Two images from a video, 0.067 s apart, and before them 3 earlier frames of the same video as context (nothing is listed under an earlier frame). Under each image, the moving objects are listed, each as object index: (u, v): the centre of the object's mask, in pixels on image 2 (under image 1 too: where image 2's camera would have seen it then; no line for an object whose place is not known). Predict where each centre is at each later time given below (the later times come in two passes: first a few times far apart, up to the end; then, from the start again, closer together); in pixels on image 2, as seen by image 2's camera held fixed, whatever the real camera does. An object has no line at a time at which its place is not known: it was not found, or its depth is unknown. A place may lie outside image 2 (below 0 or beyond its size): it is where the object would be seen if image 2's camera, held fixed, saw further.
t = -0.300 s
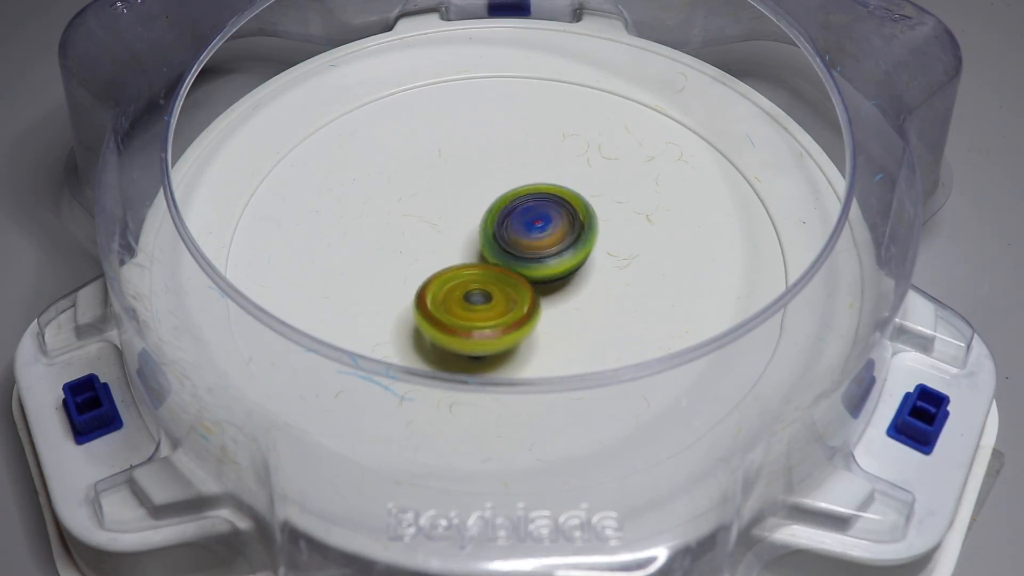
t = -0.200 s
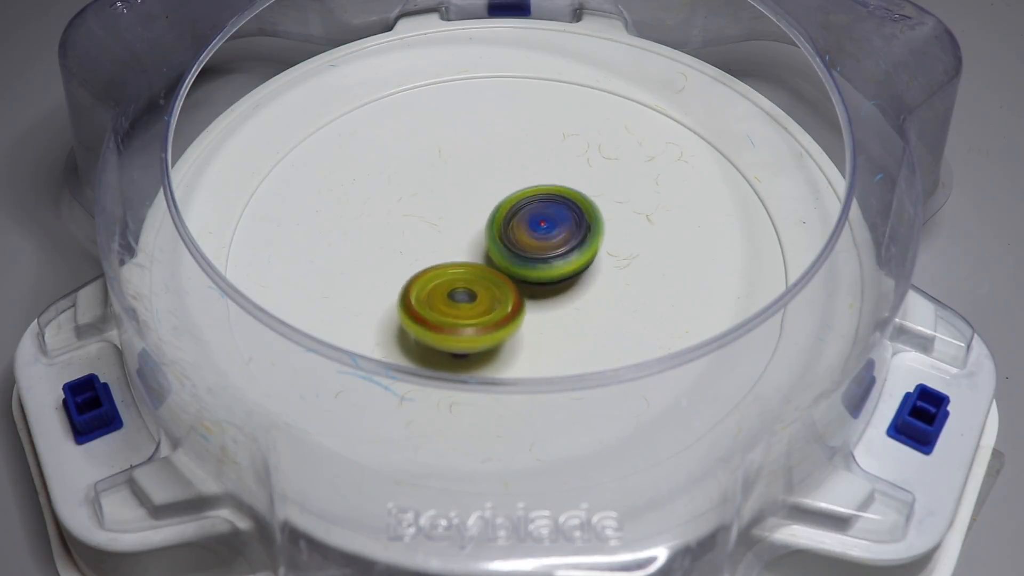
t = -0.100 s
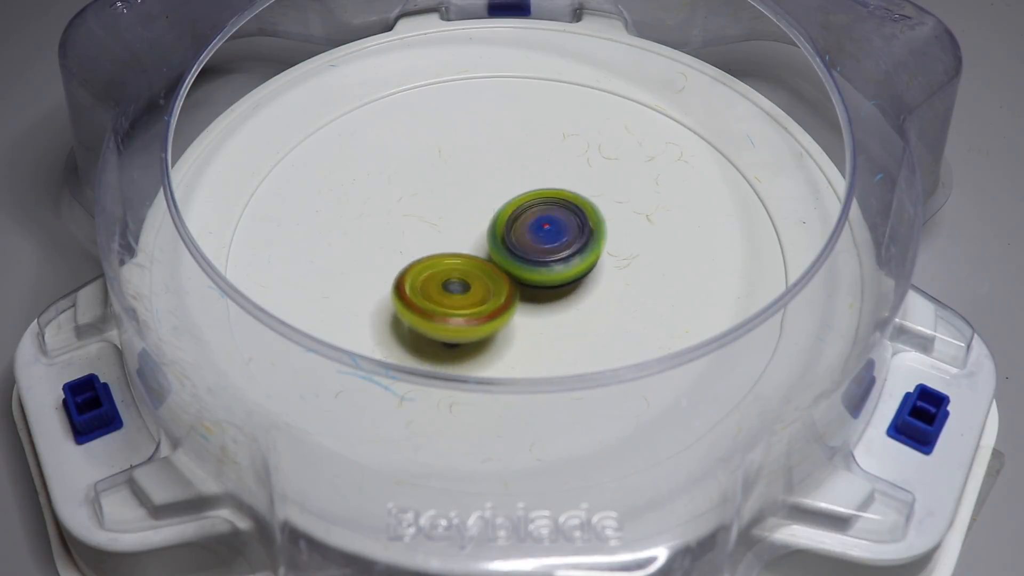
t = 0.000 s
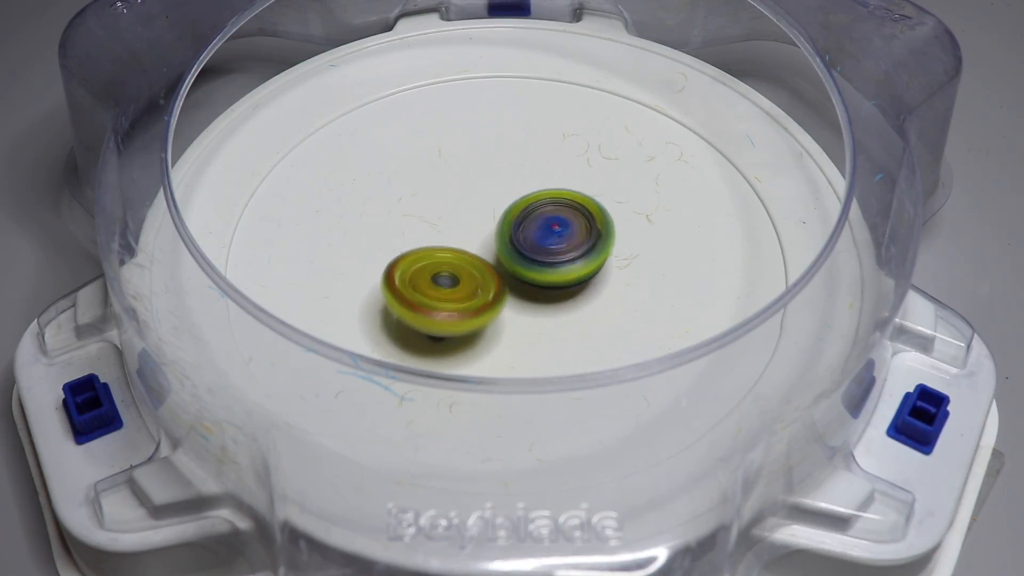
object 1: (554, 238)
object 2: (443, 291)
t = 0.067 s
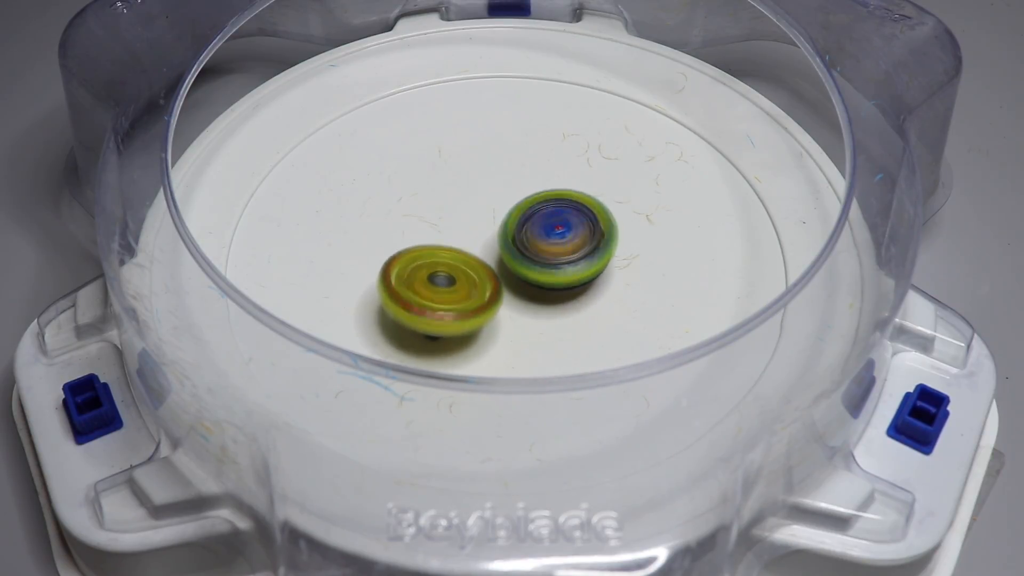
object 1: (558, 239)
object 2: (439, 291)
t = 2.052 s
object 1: (523, 299)
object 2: (489, 197)
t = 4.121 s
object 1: (509, 218)
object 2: (446, 301)
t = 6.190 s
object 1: (495, 222)
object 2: (426, 299)
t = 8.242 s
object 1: (516, 208)
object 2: (395, 278)
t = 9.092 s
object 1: (526, 287)
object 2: (599, 192)
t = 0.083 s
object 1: (558, 239)
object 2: (441, 291)
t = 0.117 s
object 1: (558, 240)
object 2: (446, 289)
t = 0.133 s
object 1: (557, 241)
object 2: (448, 288)
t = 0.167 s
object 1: (558, 241)
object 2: (455, 289)
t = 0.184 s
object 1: (560, 241)
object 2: (456, 289)
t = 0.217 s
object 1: (562, 241)
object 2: (459, 288)
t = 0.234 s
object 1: (563, 241)
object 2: (459, 288)
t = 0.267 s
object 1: (565, 241)
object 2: (458, 288)
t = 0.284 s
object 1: (565, 241)
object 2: (460, 287)
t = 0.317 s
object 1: (567, 241)
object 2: (459, 284)
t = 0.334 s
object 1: (568, 241)
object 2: (457, 283)
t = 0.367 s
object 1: (569, 241)
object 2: (457, 279)
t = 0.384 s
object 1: (570, 241)
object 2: (455, 276)
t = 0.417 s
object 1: (571, 241)
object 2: (451, 269)
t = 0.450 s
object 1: (570, 241)
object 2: (450, 261)
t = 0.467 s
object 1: (571, 241)
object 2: (449, 256)
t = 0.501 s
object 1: (572, 241)
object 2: (444, 245)
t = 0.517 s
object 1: (572, 241)
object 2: (442, 241)
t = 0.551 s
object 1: (571, 241)
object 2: (439, 231)
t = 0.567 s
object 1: (571, 241)
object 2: (436, 226)
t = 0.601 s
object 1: (570, 242)
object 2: (431, 220)
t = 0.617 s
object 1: (570, 242)
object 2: (430, 217)
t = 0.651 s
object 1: (569, 243)
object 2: (429, 213)
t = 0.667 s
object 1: (568, 243)
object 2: (429, 211)
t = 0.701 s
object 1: (567, 243)
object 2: (432, 211)
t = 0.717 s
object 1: (566, 244)
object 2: (434, 211)
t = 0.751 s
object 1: (565, 244)
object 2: (438, 211)
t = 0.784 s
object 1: (563, 245)
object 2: (444, 215)
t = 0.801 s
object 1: (562, 246)
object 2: (447, 216)
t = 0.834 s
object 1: (566, 248)
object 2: (445, 217)
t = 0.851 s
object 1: (567, 249)
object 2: (444, 218)
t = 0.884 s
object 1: (567, 251)
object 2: (445, 221)
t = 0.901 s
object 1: (567, 251)
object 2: (444, 222)
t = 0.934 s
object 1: (566, 252)
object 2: (444, 225)
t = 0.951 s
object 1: (565, 252)
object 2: (445, 227)
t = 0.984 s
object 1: (565, 254)
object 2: (444, 228)
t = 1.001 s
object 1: (566, 254)
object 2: (442, 229)
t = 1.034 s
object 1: (565, 256)
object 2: (443, 227)
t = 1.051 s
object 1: (565, 256)
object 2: (444, 227)
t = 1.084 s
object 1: (566, 258)
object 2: (446, 224)
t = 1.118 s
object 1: (575, 264)
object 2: (442, 218)
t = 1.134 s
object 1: (578, 266)
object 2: (441, 215)
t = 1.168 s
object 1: (580, 270)
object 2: (442, 213)
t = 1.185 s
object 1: (580, 272)
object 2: (444, 212)
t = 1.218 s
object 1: (579, 273)
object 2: (448, 212)
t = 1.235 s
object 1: (577, 273)
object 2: (450, 213)
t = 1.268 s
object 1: (573, 274)
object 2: (457, 214)
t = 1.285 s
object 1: (571, 273)
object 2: (459, 215)
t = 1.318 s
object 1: (567, 273)
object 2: (465, 217)
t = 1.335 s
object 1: (570, 276)
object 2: (463, 214)
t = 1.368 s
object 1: (572, 280)
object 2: (460, 208)
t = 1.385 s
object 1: (572, 281)
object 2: (459, 207)
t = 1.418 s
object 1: (571, 282)
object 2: (462, 205)
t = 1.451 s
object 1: (569, 282)
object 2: (463, 205)
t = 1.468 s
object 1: (567, 282)
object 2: (466, 206)
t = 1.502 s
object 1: (565, 282)
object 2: (469, 207)
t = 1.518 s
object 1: (563, 282)
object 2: (471, 209)
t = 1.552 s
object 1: (560, 282)
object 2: (476, 211)
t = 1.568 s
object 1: (559, 283)
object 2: (477, 211)
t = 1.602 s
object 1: (559, 286)
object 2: (479, 209)
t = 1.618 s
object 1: (559, 288)
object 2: (479, 207)
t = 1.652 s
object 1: (557, 289)
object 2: (480, 206)
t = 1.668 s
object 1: (556, 289)
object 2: (481, 205)
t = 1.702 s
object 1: (553, 290)
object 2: (481, 207)
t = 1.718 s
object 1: (552, 290)
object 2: (482, 207)
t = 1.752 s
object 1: (548, 289)
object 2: (482, 207)
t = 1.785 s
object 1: (548, 293)
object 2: (483, 205)
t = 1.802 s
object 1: (547, 295)
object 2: (482, 203)
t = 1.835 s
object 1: (545, 298)
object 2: (482, 201)
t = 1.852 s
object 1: (544, 300)
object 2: (482, 200)
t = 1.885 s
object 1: (540, 300)
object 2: (482, 200)
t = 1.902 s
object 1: (538, 300)
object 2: (483, 200)
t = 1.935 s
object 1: (535, 298)
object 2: (483, 201)
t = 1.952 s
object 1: (532, 297)
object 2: (484, 202)
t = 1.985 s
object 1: (529, 294)
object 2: (485, 203)
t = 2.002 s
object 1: (527, 293)
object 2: (486, 204)
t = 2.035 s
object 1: (524, 296)
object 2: (487, 201)
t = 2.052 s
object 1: (523, 299)
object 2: (489, 197)
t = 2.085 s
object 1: (519, 302)
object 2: (489, 192)
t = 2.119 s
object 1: (517, 302)
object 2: (492, 190)
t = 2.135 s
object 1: (515, 301)
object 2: (492, 190)
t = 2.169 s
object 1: (512, 300)
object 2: (494, 190)
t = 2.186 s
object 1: (511, 299)
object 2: (494, 190)
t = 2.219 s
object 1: (508, 296)
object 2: (496, 192)
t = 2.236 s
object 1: (508, 295)
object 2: (497, 192)
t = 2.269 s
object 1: (505, 292)
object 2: (498, 194)
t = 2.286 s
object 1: (505, 290)
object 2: (499, 194)
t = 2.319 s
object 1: (502, 288)
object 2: (501, 194)
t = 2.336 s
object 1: (501, 289)
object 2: (503, 192)
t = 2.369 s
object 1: (499, 290)
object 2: (506, 190)
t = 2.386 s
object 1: (497, 290)
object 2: (508, 189)
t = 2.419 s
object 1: (496, 289)
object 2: (511, 190)
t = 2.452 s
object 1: (493, 287)
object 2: (513, 190)
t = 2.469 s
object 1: (494, 286)
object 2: (514, 191)
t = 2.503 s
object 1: (492, 283)
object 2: (516, 191)
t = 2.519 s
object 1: (491, 284)
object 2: (519, 191)
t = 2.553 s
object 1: (488, 285)
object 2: (523, 189)
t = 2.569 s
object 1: (487, 285)
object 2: (525, 189)
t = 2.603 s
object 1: (486, 284)
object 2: (527, 189)
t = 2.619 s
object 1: (485, 283)
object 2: (528, 191)
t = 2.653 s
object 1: (485, 281)
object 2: (531, 191)
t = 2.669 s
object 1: (484, 279)
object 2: (532, 192)
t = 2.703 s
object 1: (481, 280)
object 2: (536, 192)
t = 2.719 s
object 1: (478, 281)
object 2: (540, 191)
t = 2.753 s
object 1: (475, 283)
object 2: (545, 189)
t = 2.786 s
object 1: (471, 283)
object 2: (549, 188)
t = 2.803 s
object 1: (471, 283)
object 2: (550, 190)
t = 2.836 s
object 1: (470, 281)
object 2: (551, 193)
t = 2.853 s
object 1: (471, 280)
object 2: (551, 195)
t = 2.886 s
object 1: (472, 277)
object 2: (551, 199)
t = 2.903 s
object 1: (473, 276)
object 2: (551, 202)
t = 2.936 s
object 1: (455, 278)
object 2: (567, 202)
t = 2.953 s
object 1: (444, 279)
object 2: (579, 199)
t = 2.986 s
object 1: (425, 280)
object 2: (598, 196)
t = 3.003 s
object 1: (419, 280)
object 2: (606, 194)
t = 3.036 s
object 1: (410, 279)
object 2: (617, 194)
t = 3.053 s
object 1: (409, 279)
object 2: (621, 194)
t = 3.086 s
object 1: (407, 277)
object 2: (625, 196)
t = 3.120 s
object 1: (408, 275)
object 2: (625, 200)
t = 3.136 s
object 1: (410, 275)
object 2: (624, 201)
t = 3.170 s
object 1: (414, 273)
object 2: (621, 206)
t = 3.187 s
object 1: (416, 273)
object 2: (618, 209)
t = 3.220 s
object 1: (422, 270)
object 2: (613, 213)
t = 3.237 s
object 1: (425, 270)
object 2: (610, 216)
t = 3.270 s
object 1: (431, 268)
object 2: (602, 221)
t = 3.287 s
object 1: (435, 267)
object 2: (599, 224)
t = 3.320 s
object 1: (441, 266)
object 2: (591, 229)
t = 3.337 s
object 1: (445, 264)
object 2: (587, 232)
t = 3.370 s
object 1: (451, 263)
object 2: (579, 239)
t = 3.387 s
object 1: (454, 261)
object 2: (574, 243)
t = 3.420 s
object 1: (447, 258)
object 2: (579, 250)
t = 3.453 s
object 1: (441, 254)
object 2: (585, 257)
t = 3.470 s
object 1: (440, 253)
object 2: (585, 260)
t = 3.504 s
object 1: (439, 250)
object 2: (584, 266)
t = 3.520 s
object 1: (440, 248)
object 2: (582, 270)
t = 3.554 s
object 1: (442, 247)
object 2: (578, 275)
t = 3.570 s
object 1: (443, 245)
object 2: (576, 278)
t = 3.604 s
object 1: (448, 244)
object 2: (568, 283)
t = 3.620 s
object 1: (450, 244)
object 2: (564, 285)
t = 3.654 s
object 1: (453, 241)
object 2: (559, 291)
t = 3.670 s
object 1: (452, 239)
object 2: (557, 296)
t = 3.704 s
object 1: (455, 236)
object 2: (553, 302)
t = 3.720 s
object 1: (456, 235)
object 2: (552, 304)
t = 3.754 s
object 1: (459, 233)
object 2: (545, 308)
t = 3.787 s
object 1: (464, 231)
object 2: (537, 311)
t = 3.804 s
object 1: (466, 231)
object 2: (533, 311)
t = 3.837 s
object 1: (469, 229)
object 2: (524, 312)
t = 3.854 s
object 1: (472, 229)
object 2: (518, 313)
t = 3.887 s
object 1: (476, 226)
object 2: (509, 314)
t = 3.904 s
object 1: (479, 225)
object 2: (505, 315)
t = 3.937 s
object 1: (483, 223)
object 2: (496, 315)
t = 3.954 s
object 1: (486, 222)
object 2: (492, 315)
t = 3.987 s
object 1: (490, 221)
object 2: (483, 314)
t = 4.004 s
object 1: (492, 221)
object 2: (478, 313)
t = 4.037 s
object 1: (496, 221)
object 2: (469, 309)
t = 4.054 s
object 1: (498, 220)
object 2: (465, 307)
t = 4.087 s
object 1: (504, 219)
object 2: (455, 304)
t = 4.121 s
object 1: (509, 218)
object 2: (446, 301)
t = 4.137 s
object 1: (512, 217)
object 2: (442, 300)
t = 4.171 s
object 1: (516, 217)
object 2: (435, 295)
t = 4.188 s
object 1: (518, 217)
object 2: (431, 292)
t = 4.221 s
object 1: (522, 217)
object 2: (426, 286)
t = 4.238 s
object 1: (524, 217)
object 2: (424, 283)
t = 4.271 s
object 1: (527, 218)
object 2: (420, 276)
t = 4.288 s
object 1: (529, 219)
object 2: (419, 273)
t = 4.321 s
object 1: (533, 220)
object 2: (417, 266)
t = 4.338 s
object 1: (534, 220)
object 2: (415, 262)
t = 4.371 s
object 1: (538, 222)
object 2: (414, 255)
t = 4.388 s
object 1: (539, 223)
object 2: (415, 252)
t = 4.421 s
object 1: (542, 225)
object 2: (415, 244)
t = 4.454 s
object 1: (545, 227)
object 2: (416, 237)
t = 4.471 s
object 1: (546, 228)
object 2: (416, 232)
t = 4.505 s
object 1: (548, 230)
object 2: (419, 225)
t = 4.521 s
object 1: (549, 232)
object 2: (420, 222)
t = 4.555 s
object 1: (550, 234)
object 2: (424, 215)
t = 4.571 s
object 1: (551, 236)
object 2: (427, 212)
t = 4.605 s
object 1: (552, 238)
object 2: (432, 206)
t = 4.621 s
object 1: (553, 239)
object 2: (434, 203)
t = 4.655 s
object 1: (553, 242)
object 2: (440, 197)
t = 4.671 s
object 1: (554, 244)
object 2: (446, 195)
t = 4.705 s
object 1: (554, 247)
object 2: (453, 191)
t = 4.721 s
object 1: (554, 248)
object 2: (456, 187)
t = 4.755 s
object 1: (554, 251)
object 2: (465, 183)
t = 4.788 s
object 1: (553, 254)
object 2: (473, 180)
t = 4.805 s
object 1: (552, 255)
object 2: (478, 180)
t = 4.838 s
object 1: (551, 258)
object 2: (486, 177)
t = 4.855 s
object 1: (550, 260)
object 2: (491, 175)
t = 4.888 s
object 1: (548, 262)
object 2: (500, 174)
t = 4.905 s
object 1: (547, 263)
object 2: (505, 174)
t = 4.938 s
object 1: (545, 266)
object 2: (514, 174)
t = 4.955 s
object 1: (543, 267)
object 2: (519, 174)
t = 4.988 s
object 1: (541, 269)
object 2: (528, 175)
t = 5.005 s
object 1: (539, 271)
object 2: (532, 176)
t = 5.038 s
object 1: (536, 273)
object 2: (541, 178)
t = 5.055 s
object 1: (534, 274)
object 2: (546, 179)
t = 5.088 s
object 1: (530, 276)
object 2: (556, 182)
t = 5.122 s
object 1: (526, 277)
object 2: (565, 186)
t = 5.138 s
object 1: (524, 277)
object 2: (567, 187)
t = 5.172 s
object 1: (520, 279)
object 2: (575, 192)
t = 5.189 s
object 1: (518, 279)
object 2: (580, 195)
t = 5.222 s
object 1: (514, 279)
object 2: (586, 200)
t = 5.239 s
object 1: (512, 280)
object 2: (589, 202)
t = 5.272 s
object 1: (508, 280)
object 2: (594, 208)
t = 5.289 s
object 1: (505, 280)
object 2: (596, 213)
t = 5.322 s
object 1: (501, 279)
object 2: (600, 220)
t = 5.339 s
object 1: (499, 279)
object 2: (602, 222)
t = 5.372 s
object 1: (493, 279)
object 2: (606, 229)
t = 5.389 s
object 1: (491, 278)
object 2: (607, 234)
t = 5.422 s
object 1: (487, 277)
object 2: (610, 240)
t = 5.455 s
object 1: (483, 275)
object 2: (610, 248)
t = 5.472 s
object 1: (481, 274)
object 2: (611, 250)
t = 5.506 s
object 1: (478, 272)
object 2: (610, 258)
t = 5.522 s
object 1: (476, 271)
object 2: (607, 263)
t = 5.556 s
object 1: (473, 267)
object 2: (604, 271)
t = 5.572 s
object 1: (472, 266)
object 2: (603, 274)
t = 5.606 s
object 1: (470, 264)
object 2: (598, 281)
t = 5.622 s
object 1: (469, 262)
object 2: (594, 286)
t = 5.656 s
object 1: (467, 259)
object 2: (587, 293)
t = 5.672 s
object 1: (466, 258)
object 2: (584, 296)
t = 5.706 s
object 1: (465, 255)
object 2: (576, 302)
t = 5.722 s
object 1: (465, 254)
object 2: (570, 306)
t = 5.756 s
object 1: (465, 251)
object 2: (560, 311)
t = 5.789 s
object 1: (465, 248)
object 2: (550, 316)
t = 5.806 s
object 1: (465, 247)
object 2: (546, 318)
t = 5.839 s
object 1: (466, 244)
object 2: (535, 322)
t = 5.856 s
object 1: (466, 242)
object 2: (528, 323)
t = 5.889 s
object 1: (467, 239)
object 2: (516, 325)
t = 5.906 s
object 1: (468, 238)
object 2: (512, 326)
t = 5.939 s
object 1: (470, 236)
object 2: (500, 326)
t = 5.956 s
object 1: (471, 234)
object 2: (493, 325)
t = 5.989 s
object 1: (474, 232)
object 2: (482, 324)
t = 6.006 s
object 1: (475, 231)
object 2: (477, 323)
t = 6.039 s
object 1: (478, 229)
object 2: (467, 320)
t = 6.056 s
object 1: (479, 228)
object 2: (462, 317)
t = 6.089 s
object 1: (483, 226)
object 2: (452, 313)
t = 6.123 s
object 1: (487, 224)
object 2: (443, 309)
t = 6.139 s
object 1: (489, 224)
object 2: (437, 306)
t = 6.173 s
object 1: (493, 222)
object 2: (428, 301)
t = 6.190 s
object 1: (495, 222)
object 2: (426, 299)
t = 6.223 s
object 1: (499, 221)
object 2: (419, 292)
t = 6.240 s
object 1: (501, 221)
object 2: (416, 288)
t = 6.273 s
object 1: (505, 220)
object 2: (412, 280)
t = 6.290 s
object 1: (507, 221)
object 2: (411, 277)
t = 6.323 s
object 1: (511, 221)
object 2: (409, 269)
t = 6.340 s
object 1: (513, 221)
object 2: (408, 265)
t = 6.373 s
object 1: (517, 221)
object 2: (407, 257)
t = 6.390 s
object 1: (519, 221)
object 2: (407, 252)
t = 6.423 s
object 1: (525, 222)
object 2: (405, 244)
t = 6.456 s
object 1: (530, 223)
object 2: (404, 236)
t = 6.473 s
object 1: (532, 224)
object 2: (405, 233)
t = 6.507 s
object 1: (535, 226)
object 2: (408, 225)
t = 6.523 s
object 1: (537, 226)
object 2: (408, 221)
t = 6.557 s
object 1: (540, 228)
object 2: (413, 214)
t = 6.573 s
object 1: (541, 229)
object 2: (416, 211)
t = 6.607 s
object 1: (544, 231)
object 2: (422, 204)
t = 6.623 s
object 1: (545, 233)
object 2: (425, 202)
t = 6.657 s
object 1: (547, 235)
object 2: (433, 196)
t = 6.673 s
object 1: (549, 237)
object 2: (437, 193)
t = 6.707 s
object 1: (550, 239)
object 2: (445, 187)
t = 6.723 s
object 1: (551, 241)
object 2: (451, 186)
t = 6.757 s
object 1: (552, 243)
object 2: (460, 182)
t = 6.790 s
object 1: (554, 247)
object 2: (470, 178)
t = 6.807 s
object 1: (553, 248)
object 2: (475, 177)
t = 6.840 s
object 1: (553, 251)
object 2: (485, 175)
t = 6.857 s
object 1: (554, 253)
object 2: (491, 173)
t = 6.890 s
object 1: (553, 258)
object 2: (502, 170)
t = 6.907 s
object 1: (552, 260)
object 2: (508, 170)
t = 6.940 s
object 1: (551, 264)
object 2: (519, 169)
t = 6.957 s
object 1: (550, 266)
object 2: (523, 169)
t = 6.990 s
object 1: (548, 271)
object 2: (534, 170)
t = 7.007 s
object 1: (547, 272)
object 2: (539, 171)
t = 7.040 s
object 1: (545, 275)
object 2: (550, 173)
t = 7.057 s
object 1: (544, 276)
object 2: (554, 175)
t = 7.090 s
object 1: (541, 279)
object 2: (563, 179)
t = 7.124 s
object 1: (538, 281)
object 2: (572, 183)
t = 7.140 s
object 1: (536, 282)
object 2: (575, 186)
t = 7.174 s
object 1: (532, 284)
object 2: (583, 191)
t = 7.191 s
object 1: (531, 285)
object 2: (587, 194)
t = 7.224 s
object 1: (527, 286)
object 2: (594, 201)
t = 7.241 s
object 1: (524, 287)
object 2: (596, 205)
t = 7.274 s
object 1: (520, 287)
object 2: (602, 212)
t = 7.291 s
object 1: (517, 288)
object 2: (603, 216)
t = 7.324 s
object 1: (511, 288)
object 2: (609, 225)
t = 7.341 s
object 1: (506, 289)
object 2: (612, 229)
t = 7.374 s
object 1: (499, 289)
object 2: (616, 237)
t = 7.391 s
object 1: (496, 288)
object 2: (616, 242)
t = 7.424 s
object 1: (491, 287)
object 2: (618, 250)
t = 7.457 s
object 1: (487, 286)
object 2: (617, 258)
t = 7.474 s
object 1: (485, 285)
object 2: (616, 262)
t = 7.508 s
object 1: (482, 283)
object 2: (612, 271)
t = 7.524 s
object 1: (480, 282)
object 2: (611, 274)
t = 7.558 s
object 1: (476, 279)
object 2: (606, 283)
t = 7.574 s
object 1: (475, 278)
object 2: (603, 287)
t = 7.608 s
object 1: (472, 276)
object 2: (595, 294)
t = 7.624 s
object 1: (471, 274)
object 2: (591, 298)
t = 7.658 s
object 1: (467, 269)
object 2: (584, 306)
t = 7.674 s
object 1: (465, 266)
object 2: (583, 309)
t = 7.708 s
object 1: (462, 262)
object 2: (574, 315)
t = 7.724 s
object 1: (461, 260)
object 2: (570, 318)
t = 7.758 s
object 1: (460, 256)
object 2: (559, 322)
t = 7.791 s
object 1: (461, 251)
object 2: (549, 326)
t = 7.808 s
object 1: (461, 249)
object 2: (541, 327)
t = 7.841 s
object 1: (462, 245)
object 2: (530, 328)
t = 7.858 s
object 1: (462, 244)
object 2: (523, 329)
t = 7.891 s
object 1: (463, 240)
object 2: (511, 328)
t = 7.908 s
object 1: (464, 239)
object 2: (506, 328)
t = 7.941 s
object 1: (466, 236)
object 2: (492, 326)
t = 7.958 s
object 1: (468, 234)
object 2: (486, 324)
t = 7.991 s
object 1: (471, 230)
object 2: (473, 321)
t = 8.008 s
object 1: (472, 229)
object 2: (466, 318)
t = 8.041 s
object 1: (476, 226)
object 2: (455, 313)
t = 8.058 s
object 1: (480, 225)
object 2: (448, 312)
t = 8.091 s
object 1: (489, 219)
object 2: (433, 309)
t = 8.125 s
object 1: (497, 215)
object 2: (420, 303)
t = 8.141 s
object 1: (500, 213)
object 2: (414, 300)
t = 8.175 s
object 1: (506, 210)
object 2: (406, 293)
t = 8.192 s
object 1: (509, 210)
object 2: (403, 290)
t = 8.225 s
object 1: (514, 209)
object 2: (396, 282)
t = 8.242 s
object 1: (516, 208)
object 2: (395, 278)
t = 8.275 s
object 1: (521, 208)
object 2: (392, 269)
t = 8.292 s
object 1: (524, 208)
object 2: (389, 264)
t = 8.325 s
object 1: (528, 208)
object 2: (390, 256)
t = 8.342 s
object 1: (531, 208)
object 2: (389, 250)
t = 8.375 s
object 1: (535, 210)
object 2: (391, 242)
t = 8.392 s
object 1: (537, 211)
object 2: (393, 237)
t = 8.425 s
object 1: (541, 213)
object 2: (397, 228)
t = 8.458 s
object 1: (546, 215)
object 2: (402, 219)
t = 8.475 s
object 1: (547, 216)
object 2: (406, 214)
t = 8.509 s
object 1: (551, 219)
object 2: (413, 206)
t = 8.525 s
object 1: (552, 221)
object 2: (418, 202)
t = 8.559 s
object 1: (555, 224)
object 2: (426, 193)
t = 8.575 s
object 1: (556, 226)
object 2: (432, 190)
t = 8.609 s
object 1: (558, 230)
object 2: (442, 183)
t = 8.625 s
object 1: (559, 232)
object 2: (447, 180)
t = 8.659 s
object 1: (560, 237)
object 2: (459, 174)
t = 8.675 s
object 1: (561, 239)
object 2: (464, 171)
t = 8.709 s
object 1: (562, 243)
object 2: (477, 167)
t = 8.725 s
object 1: (562, 245)
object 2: (482, 164)
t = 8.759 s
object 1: (561, 250)
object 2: (494, 162)
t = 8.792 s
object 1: (560, 254)
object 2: (507, 160)
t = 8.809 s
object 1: (560, 256)
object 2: (513, 159)
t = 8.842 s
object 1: (558, 261)
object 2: (525, 160)
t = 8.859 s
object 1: (557, 262)
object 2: (531, 159)
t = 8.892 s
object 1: (554, 268)
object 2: (542, 161)
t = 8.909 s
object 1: (553, 270)
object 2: (548, 162)
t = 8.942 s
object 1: (549, 274)
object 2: (558, 166)
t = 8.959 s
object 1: (547, 276)
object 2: (565, 167)
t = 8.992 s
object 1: (542, 280)
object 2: (573, 172)
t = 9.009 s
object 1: (540, 281)
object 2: (578, 175)
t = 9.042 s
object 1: (535, 283)
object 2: (587, 180)
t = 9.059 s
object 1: (532, 284)
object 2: (591, 185)
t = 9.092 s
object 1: (526, 287)
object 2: (599, 192)
